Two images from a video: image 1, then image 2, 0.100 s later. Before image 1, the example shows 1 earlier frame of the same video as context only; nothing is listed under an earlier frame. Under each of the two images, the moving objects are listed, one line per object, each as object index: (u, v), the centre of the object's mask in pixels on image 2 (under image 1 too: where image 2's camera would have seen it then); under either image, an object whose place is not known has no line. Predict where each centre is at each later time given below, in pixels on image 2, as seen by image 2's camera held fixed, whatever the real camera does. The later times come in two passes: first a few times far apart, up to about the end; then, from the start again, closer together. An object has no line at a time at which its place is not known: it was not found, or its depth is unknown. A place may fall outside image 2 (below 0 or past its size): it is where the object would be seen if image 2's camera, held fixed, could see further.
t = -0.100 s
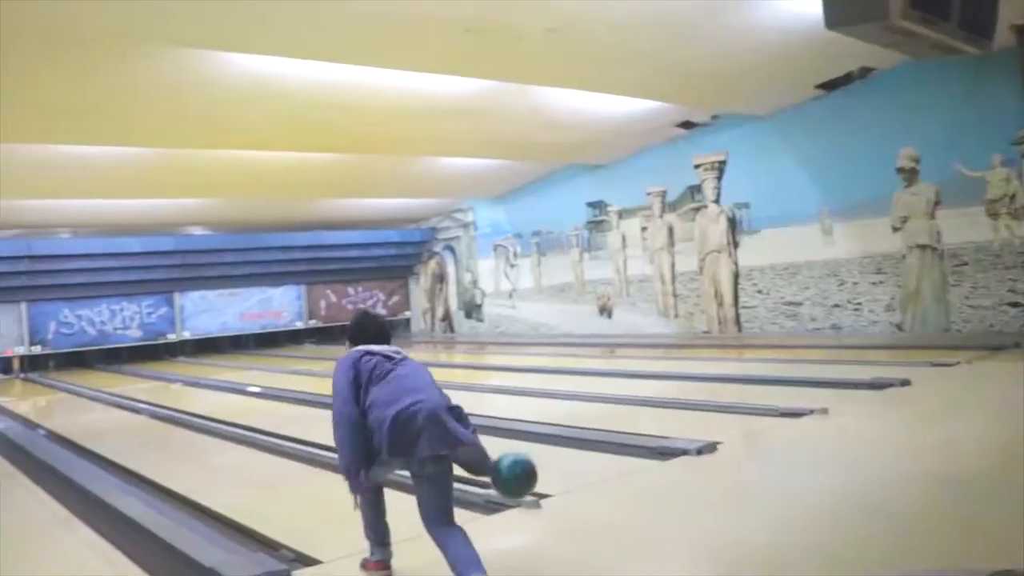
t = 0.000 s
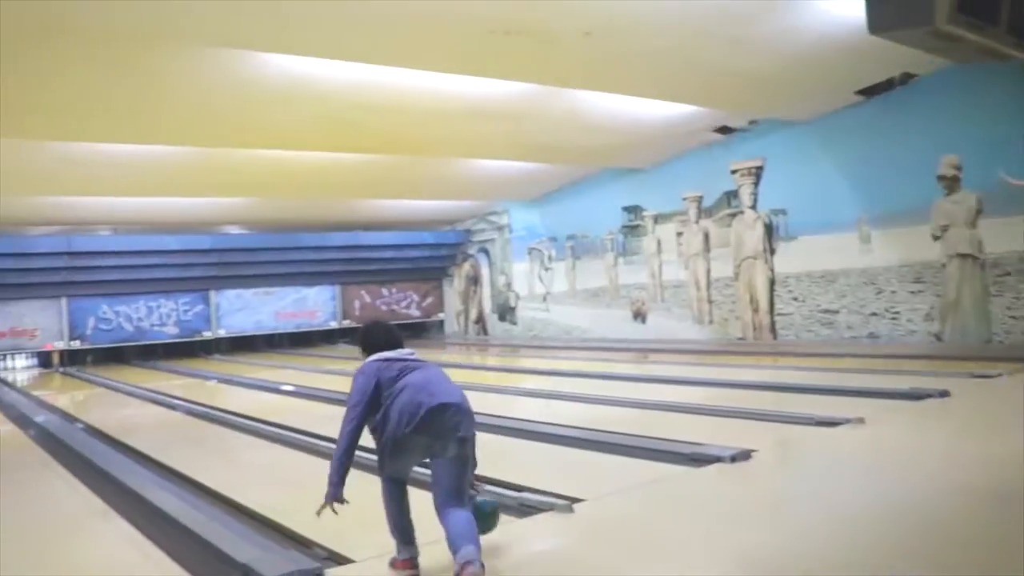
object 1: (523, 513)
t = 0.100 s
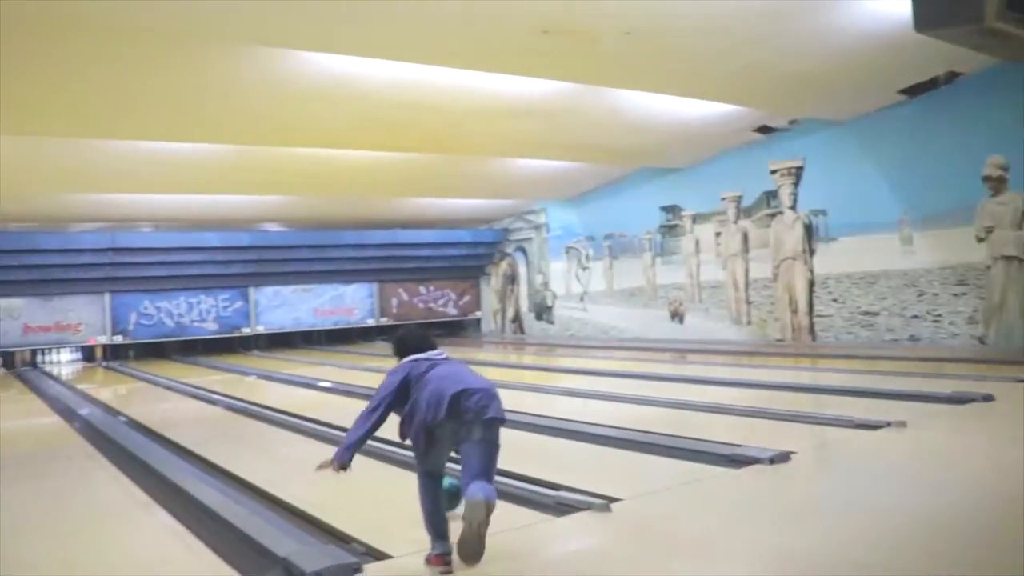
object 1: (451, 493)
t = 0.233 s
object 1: (377, 470)
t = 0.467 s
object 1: (296, 437)
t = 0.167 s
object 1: (405, 480)
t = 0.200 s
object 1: (392, 477)
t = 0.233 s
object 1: (377, 470)
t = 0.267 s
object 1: (363, 465)
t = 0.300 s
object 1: (350, 460)
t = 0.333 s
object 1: (338, 455)
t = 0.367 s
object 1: (326, 449)
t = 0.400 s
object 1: (316, 445)
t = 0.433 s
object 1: (306, 441)
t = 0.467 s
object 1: (296, 437)
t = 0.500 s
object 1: (289, 433)
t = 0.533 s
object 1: (281, 430)
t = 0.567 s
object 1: (272, 426)
